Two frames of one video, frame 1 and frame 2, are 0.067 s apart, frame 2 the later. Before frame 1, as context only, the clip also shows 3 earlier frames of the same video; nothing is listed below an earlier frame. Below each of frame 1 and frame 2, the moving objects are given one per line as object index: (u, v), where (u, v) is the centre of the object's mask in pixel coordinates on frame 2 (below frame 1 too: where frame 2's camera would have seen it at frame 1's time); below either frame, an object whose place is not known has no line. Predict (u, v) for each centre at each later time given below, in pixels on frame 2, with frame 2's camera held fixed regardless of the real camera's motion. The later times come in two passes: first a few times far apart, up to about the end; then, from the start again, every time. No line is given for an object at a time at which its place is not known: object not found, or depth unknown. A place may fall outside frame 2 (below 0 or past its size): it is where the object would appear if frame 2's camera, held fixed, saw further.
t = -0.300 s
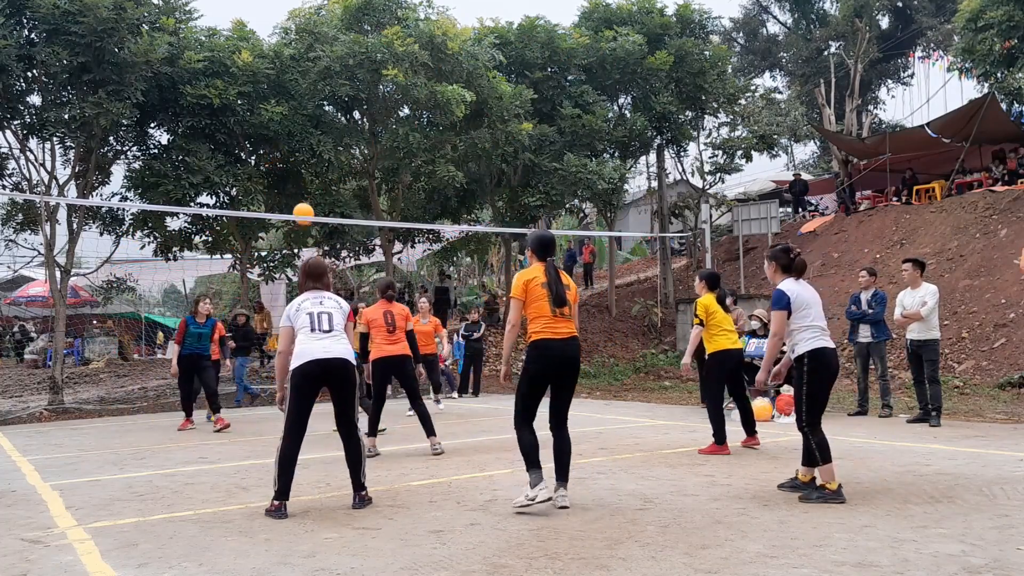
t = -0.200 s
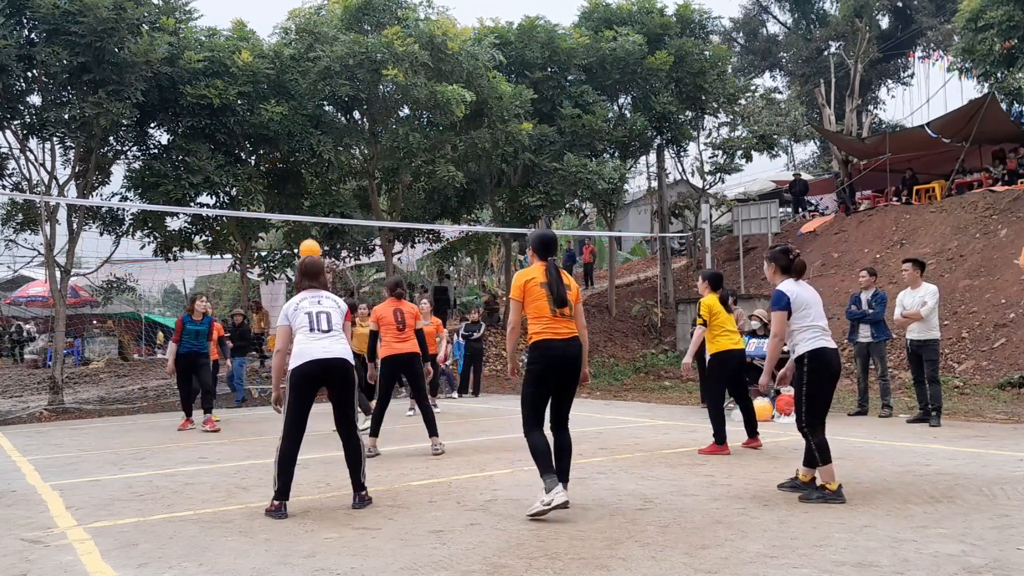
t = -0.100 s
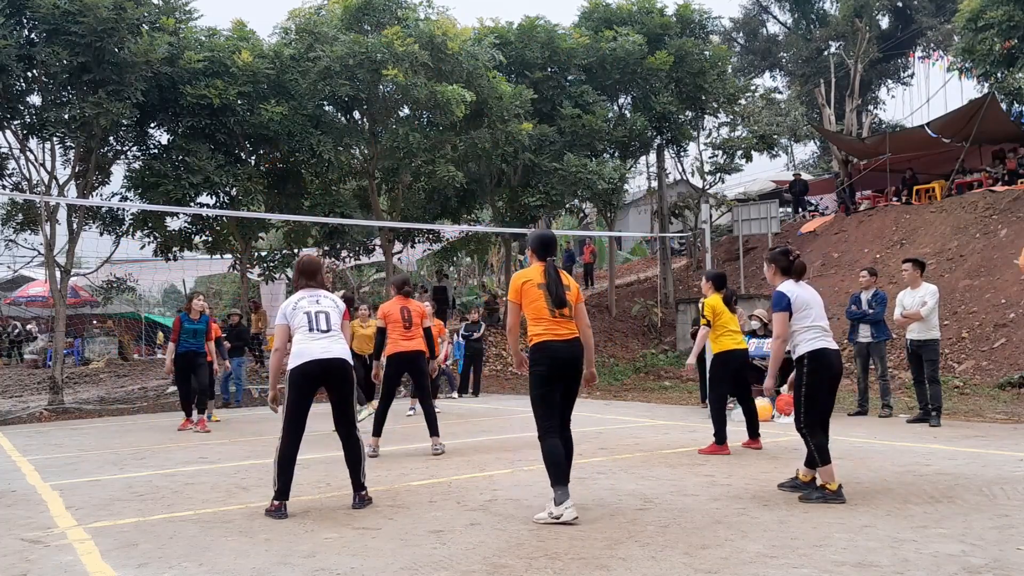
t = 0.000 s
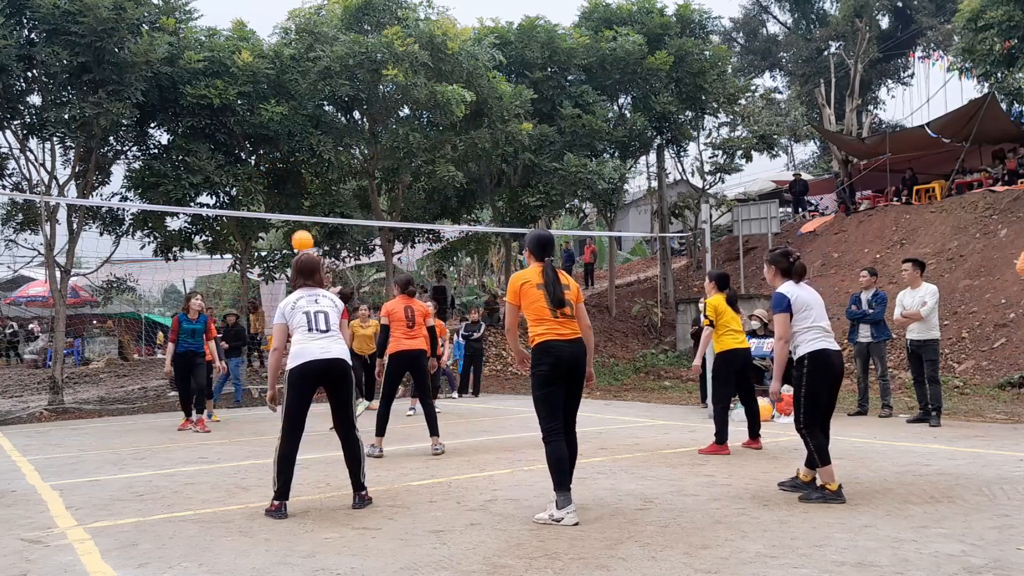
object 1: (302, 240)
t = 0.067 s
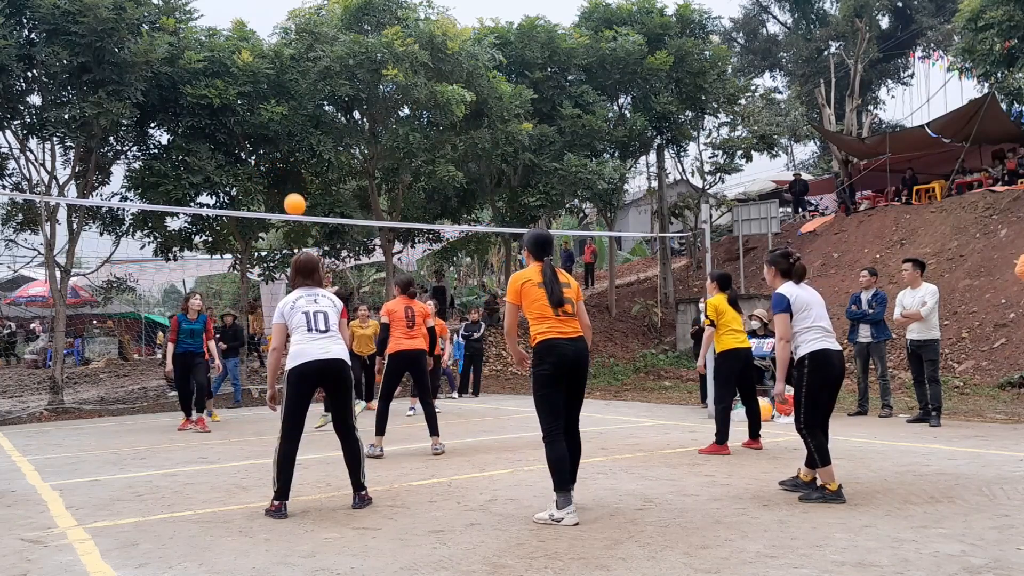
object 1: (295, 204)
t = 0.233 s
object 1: (276, 130)
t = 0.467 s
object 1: (253, 65)
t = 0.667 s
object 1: (232, 47)
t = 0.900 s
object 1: (207, 70)
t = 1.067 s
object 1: (189, 119)
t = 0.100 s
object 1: (291, 188)
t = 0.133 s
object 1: (287, 172)
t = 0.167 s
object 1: (283, 157)
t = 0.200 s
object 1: (279, 142)
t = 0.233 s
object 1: (276, 130)
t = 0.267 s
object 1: (273, 117)
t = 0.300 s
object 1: (269, 106)
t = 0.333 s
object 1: (266, 96)
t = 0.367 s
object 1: (263, 87)
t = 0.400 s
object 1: (259, 78)
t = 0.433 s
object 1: (256, 71)
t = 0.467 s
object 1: (253, 65)
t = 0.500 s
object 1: (249, 60)
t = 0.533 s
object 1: (246, 55)
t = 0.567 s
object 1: (243, 52)
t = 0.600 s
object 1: (239, 49)
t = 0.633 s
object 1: (236, 47)
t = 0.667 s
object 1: (232, 47)
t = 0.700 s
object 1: (229, 47)
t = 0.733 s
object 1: (225, 48)
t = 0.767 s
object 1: (222, 51)
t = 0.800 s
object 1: (218, 54)
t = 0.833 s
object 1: (215, 58)
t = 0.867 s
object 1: (211, 64)
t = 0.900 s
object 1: (207, 70)
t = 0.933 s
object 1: (204, 78)
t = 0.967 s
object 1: (200, 86)
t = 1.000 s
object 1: (196, 96)
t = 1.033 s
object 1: (193, 107)
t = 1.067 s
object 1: (189, 119)
